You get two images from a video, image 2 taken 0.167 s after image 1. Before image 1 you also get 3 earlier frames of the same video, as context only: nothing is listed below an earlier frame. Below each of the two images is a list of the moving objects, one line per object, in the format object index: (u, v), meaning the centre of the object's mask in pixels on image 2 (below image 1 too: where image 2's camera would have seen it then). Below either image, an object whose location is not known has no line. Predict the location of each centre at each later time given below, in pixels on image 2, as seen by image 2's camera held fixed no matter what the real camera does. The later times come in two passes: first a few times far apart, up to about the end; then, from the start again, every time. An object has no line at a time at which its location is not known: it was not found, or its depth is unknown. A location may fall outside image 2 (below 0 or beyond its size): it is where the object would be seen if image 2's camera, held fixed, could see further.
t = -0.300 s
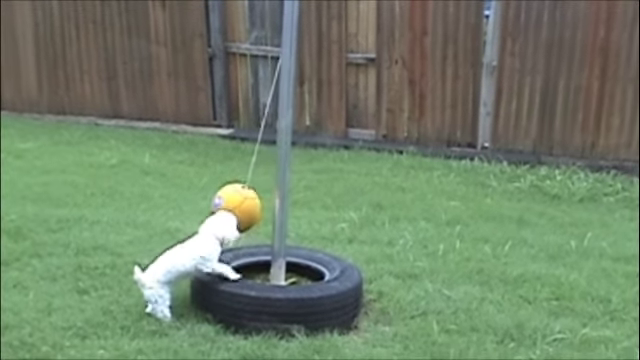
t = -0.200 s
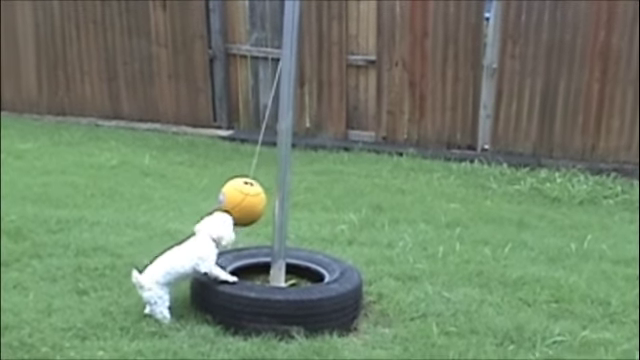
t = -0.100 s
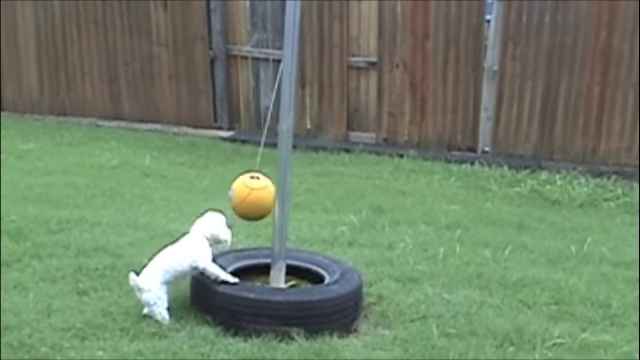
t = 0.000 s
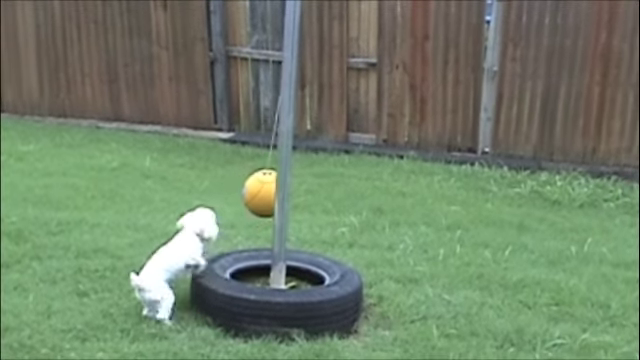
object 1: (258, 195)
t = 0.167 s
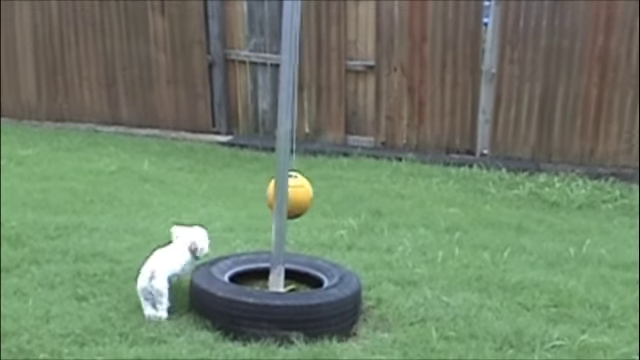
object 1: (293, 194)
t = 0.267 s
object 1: (307, 196)
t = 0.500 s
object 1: (333, 212)
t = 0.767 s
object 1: (338, 233)
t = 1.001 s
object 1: (314, 243)
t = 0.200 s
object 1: (301, 195)
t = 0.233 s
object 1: (304, 195)
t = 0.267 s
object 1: (307, 196)
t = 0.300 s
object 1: (310, 198)
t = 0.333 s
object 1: (314, 200)
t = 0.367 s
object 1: (318, 202)
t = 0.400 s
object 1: (322, 204)
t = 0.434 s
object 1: (326, 206)
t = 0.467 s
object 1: (330, 209)
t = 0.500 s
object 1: (333, 212)
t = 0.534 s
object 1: (335, 215)
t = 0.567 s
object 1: (337, 217)
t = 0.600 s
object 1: (338, 220)
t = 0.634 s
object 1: (339, 223)
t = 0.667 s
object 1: (340, 225)
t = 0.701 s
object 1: (340, 228)
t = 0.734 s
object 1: (339, 231)
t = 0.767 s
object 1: (338, 233)
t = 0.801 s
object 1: (336, 235)
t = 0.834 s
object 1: (334, 237)
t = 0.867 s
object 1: (331, 239)
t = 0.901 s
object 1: (328, 240)
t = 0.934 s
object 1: (324, 241)
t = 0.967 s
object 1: (319, 242)
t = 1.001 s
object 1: (314, 243)
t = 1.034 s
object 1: (309, 245)
